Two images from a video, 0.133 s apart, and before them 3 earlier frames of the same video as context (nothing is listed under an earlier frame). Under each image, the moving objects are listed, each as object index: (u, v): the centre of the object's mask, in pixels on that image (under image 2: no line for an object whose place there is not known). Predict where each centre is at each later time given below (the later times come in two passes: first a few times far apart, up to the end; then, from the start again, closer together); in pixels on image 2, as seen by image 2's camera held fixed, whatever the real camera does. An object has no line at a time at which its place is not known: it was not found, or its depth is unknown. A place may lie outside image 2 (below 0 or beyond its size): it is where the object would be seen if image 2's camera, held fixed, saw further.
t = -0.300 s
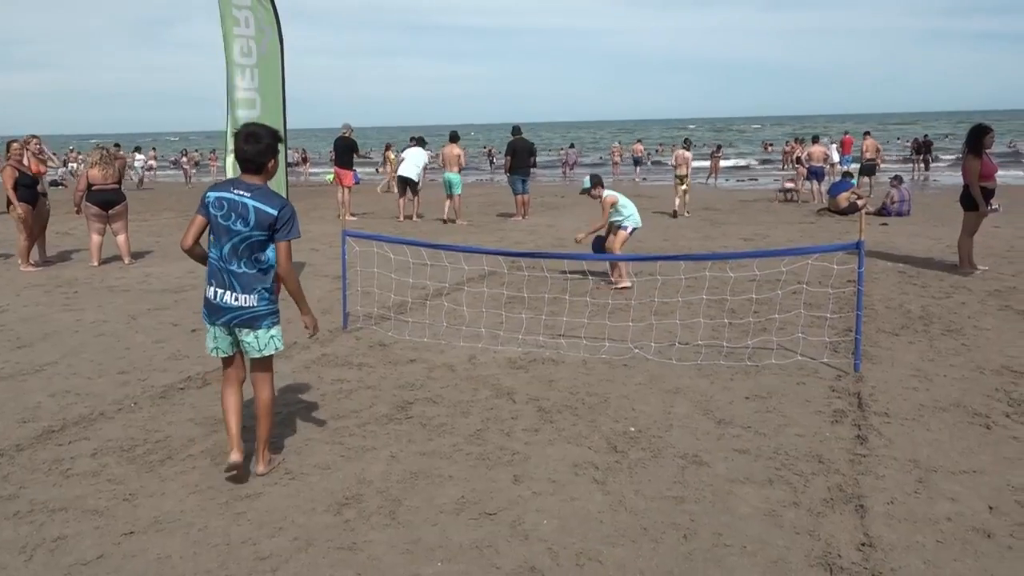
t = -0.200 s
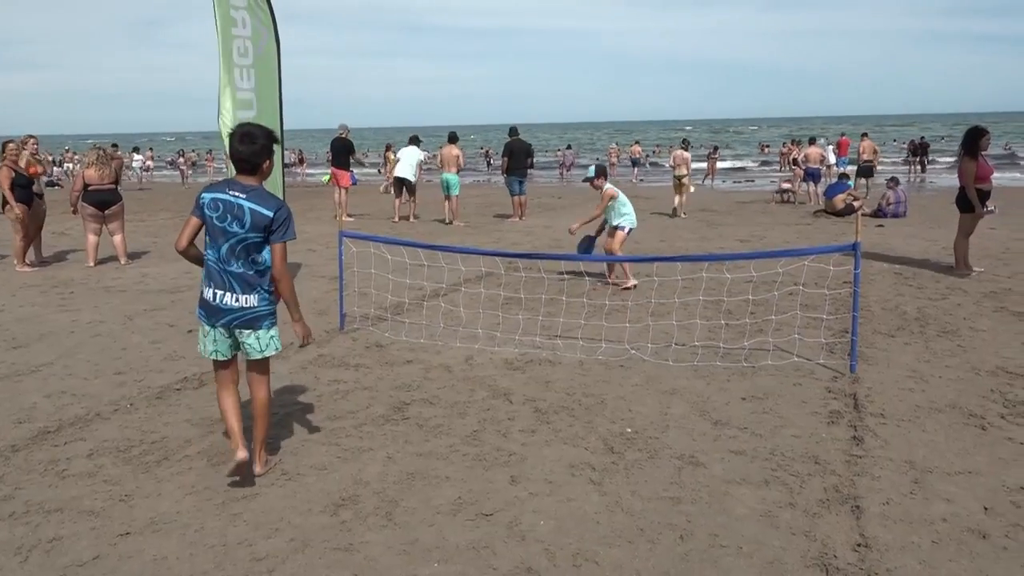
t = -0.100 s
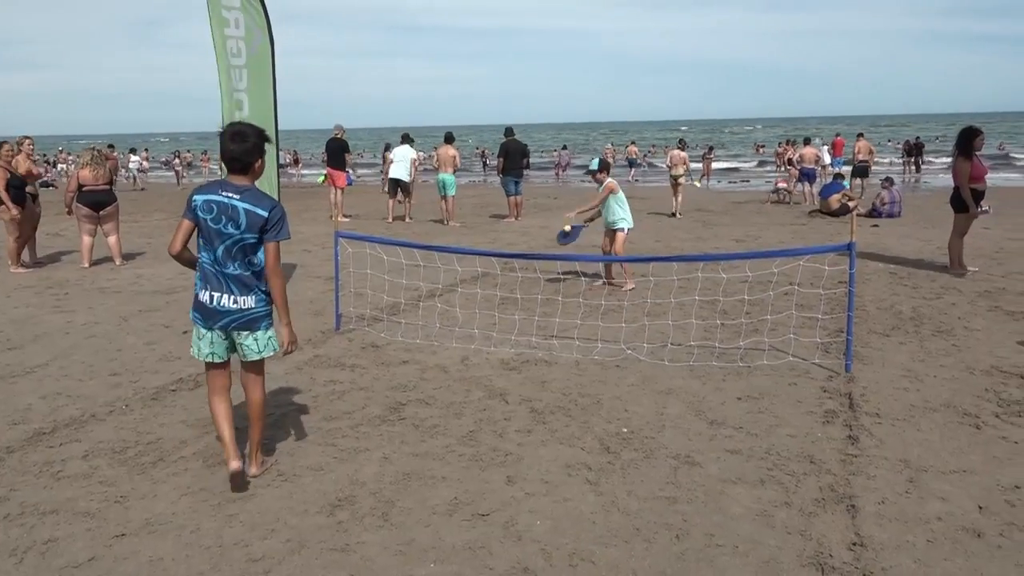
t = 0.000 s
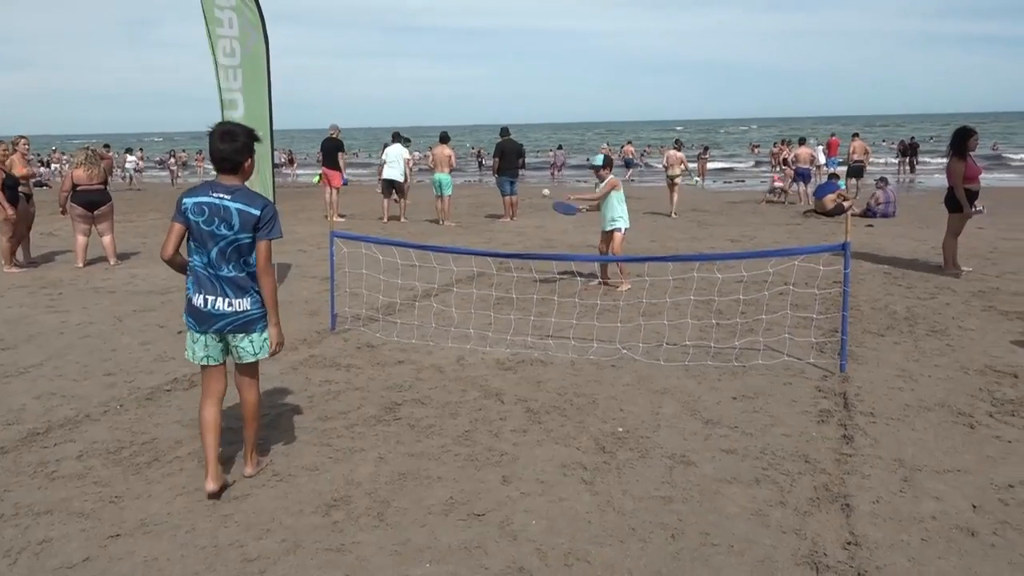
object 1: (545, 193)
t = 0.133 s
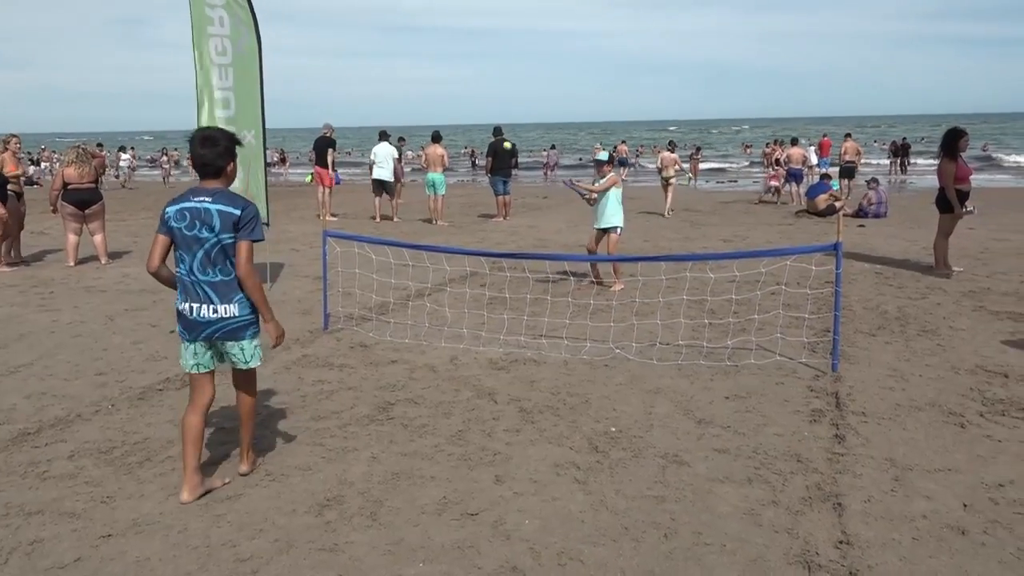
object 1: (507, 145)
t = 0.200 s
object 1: (489, 127)
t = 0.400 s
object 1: (427, 99)
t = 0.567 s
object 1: (362, 118)
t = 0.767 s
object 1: (265, 213)
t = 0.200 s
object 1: (489, 127)
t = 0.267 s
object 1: (470, 113)
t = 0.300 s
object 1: (460, 107)
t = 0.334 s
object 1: (449, 103)
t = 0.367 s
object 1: (438, 100)
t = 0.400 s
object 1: (427, 99)
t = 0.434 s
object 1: (414, 99)
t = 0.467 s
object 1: (402, 102)
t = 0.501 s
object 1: (389, 106)
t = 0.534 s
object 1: (376, 110)
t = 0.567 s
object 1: (362, 118)
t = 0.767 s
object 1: (265, 213)
